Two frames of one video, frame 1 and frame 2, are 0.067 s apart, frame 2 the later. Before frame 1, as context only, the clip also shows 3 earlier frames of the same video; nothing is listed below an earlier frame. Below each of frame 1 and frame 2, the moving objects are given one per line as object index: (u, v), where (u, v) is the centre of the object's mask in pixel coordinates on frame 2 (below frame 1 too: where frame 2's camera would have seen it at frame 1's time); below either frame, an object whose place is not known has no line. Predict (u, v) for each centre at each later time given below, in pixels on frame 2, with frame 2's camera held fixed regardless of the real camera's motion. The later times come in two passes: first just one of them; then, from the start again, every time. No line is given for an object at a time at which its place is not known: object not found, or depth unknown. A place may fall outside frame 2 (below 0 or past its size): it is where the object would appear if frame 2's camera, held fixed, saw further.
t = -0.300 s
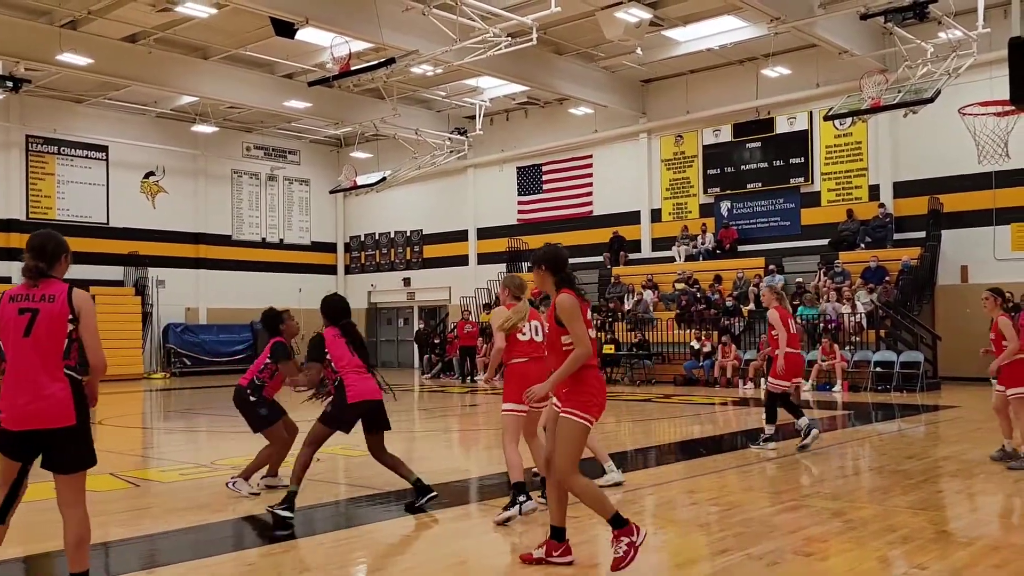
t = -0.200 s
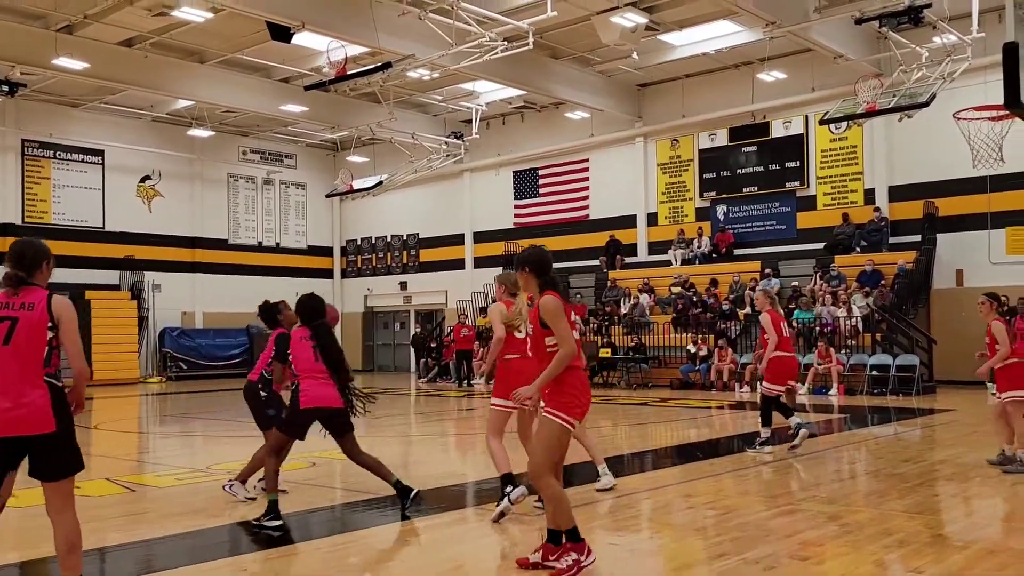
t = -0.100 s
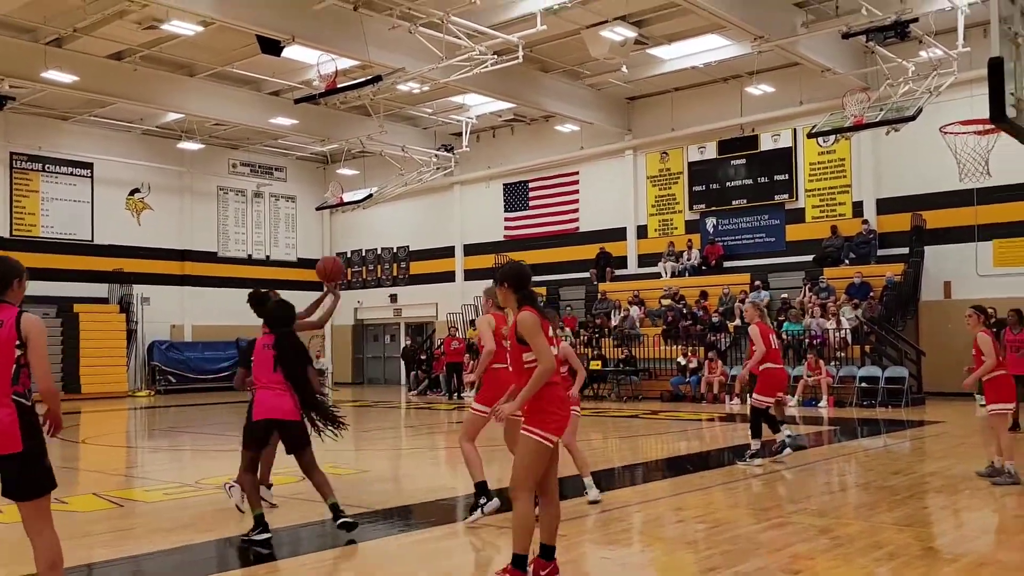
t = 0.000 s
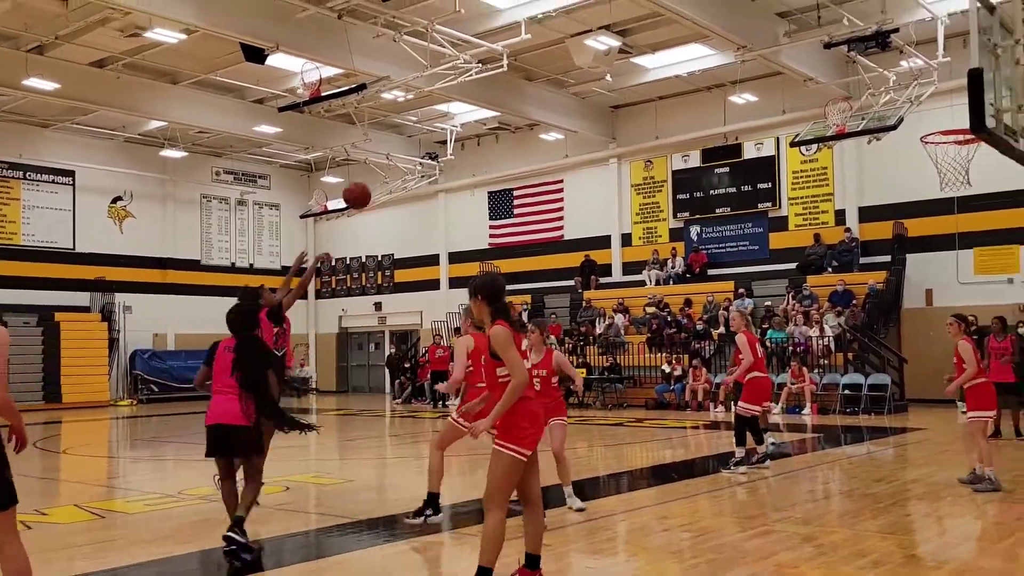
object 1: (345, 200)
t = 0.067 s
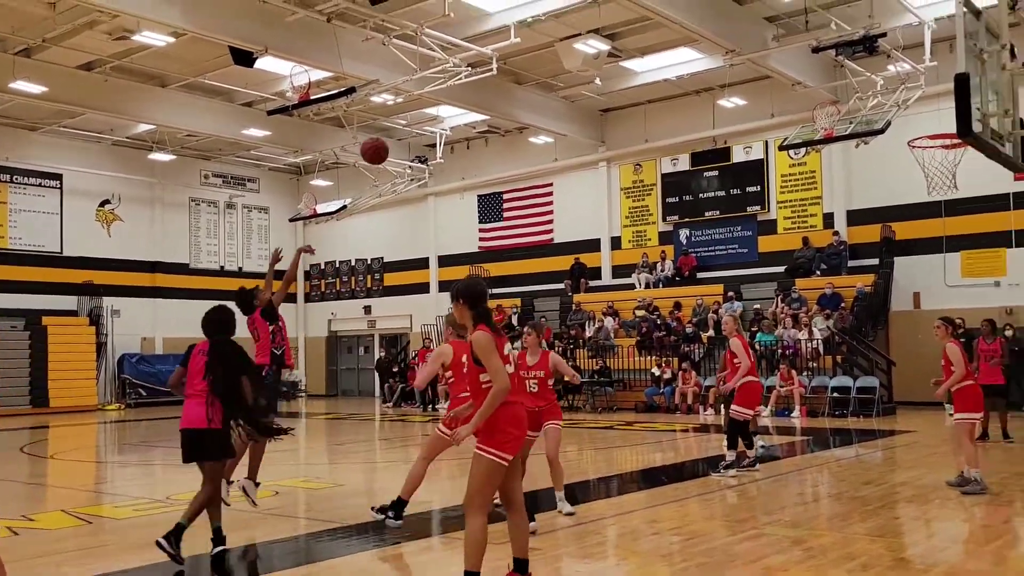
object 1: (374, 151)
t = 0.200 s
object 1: (431, 70)
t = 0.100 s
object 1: (389, 129)
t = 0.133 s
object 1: (403, 108)
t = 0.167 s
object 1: (417, 89)
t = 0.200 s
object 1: (431, 70)
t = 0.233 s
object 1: (445, 53)
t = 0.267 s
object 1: (459, 37)
